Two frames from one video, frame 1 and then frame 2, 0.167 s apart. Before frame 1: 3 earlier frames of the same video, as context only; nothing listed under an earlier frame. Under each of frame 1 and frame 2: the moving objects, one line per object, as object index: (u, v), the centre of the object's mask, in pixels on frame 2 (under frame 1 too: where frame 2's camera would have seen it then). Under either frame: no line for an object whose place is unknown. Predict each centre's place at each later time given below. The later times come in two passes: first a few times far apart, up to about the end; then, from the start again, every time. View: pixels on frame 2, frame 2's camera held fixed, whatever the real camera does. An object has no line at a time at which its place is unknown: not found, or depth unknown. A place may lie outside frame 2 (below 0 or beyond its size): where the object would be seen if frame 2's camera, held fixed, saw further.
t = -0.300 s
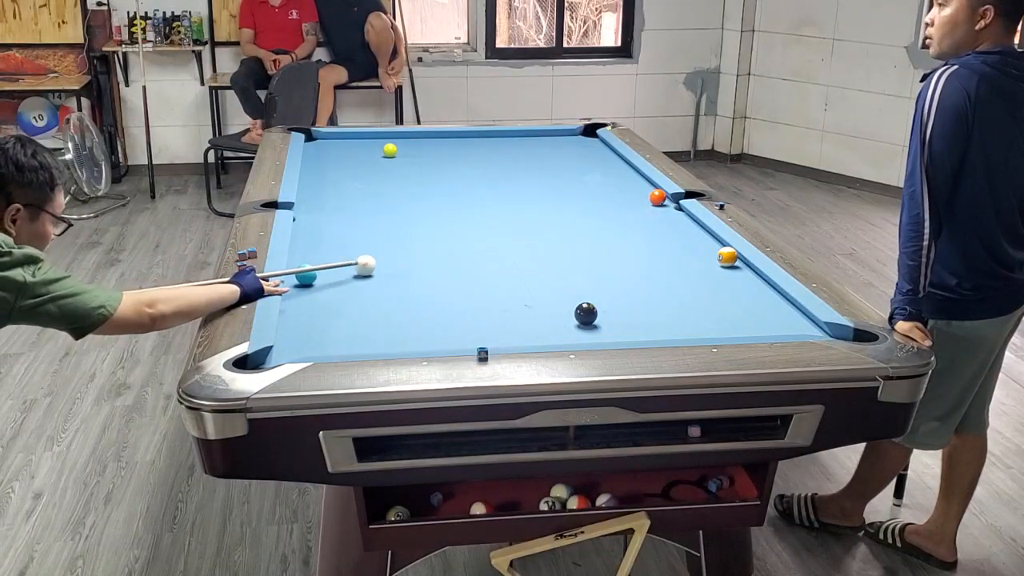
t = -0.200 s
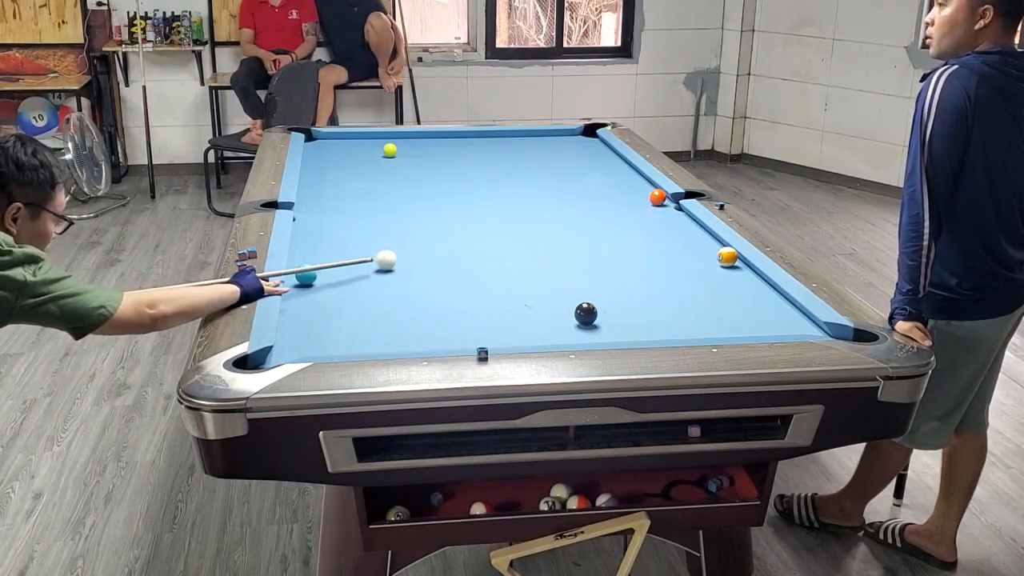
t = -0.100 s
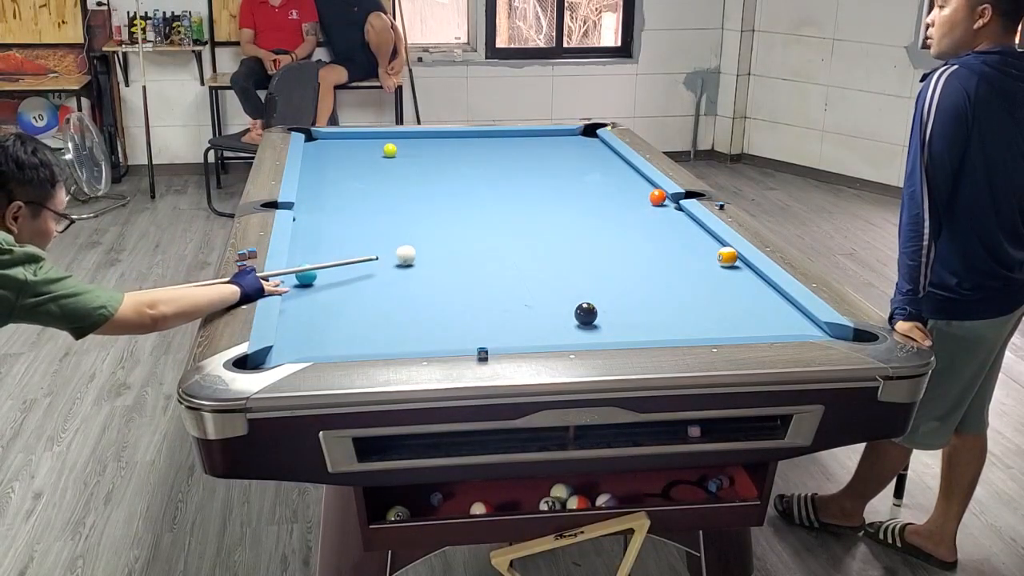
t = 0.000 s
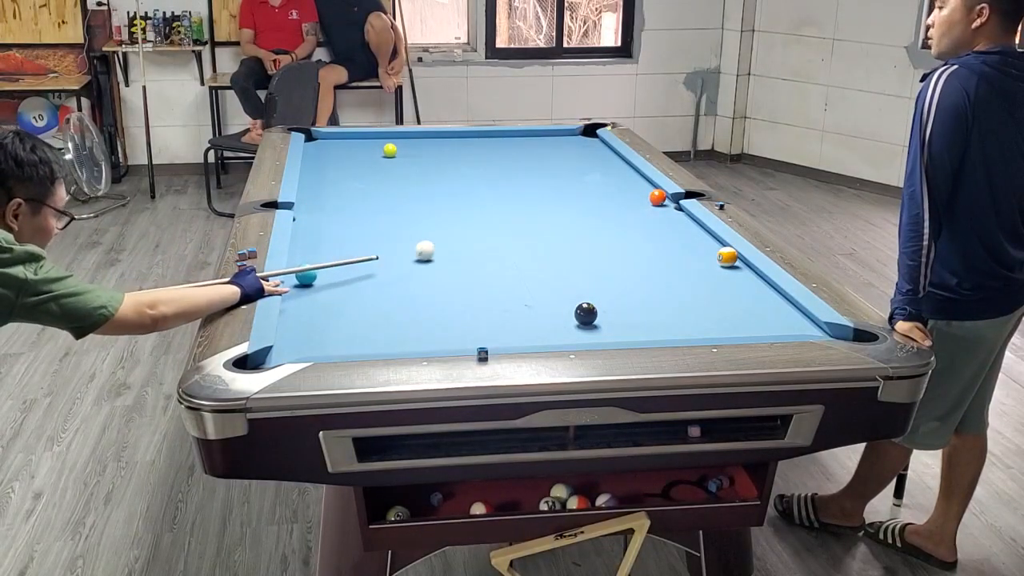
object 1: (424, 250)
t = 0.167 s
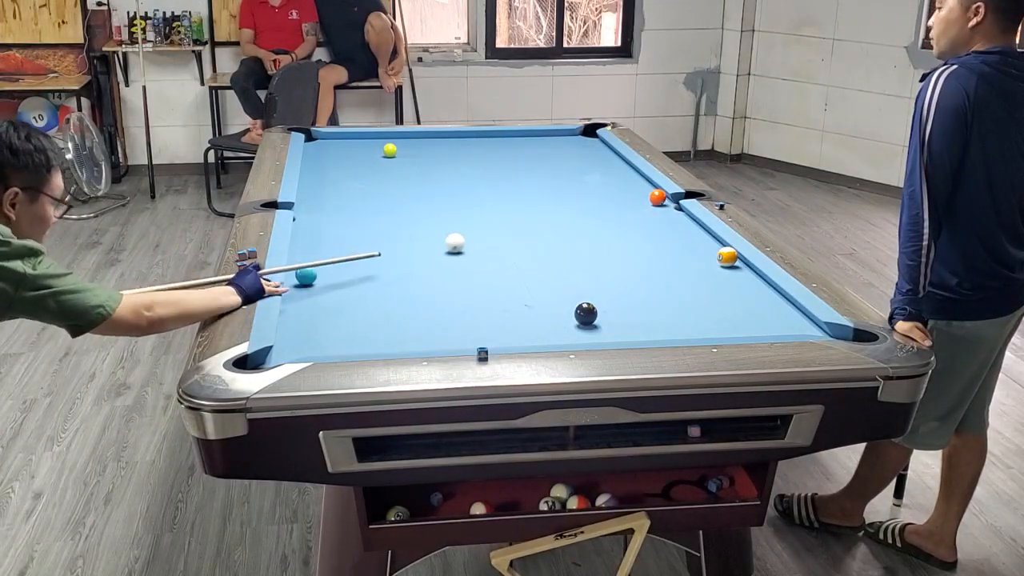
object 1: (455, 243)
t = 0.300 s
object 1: (477, 237)
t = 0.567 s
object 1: (519, 227)
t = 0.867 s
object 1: (561, 216)
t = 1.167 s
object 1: (599, 207)
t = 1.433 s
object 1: (631, 199)
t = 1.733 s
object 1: (650, 190)
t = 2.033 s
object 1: (638, 184)
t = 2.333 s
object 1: (622, 179)
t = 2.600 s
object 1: (610, 176)
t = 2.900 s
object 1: (597, 172)
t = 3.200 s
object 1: (587, 168)
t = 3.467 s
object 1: (579, 166)
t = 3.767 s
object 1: (571, 163)
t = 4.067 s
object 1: (565, 161)
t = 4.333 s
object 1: (560, 159)
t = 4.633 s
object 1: (556, 157)
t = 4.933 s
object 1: (552, 156)
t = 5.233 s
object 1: (550, 155)
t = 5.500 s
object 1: (549, 155)
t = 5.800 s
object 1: (548, 154)
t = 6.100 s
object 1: (547, 154)
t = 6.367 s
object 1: (547, 154)
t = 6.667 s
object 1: (547, 154)
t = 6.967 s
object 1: (547, 154)
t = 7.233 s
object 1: (547, 154)
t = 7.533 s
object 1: (547, 154)
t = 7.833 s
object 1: (547, 154)
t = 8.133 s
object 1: (547, 154)
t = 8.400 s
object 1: (547, 154)
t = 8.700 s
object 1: (547, 154)
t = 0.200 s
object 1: (461, 241)
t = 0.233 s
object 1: (466, 240)
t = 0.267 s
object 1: (472, 239)
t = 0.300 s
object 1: (477, 237)
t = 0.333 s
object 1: (483, 236)
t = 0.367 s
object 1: (488, 234)
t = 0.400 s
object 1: (493, 233)
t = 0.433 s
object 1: (499, 232)
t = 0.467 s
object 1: (504, 231)
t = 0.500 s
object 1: (509, 229)
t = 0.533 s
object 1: (514, 228)
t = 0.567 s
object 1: (519, 227)
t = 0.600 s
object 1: (524, 225)
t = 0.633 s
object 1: (529, 224)
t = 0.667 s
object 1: (534, 223)
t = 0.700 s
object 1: (538, 222)
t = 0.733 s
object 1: (543, 221)
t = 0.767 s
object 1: (548, 220)
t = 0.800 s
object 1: (552, 218)
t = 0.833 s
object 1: (557, 217)
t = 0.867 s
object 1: (561, 216)
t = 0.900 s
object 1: (566, 215)
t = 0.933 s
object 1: (570, 214)
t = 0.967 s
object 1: (575, 213)
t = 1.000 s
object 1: (579, 212)
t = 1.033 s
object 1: (583, 211)
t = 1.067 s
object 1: (587, 210)
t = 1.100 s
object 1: (591, 208)
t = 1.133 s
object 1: (595, 207)
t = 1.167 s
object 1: (599, 207)
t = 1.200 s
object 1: (603, 206)
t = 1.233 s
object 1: (607, 204)
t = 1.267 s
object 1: (611, 204)
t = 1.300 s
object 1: (615, 203)
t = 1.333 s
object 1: (619, 202)
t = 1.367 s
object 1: (623, 201)
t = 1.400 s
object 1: (627, 200)
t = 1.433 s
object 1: (631, 199)
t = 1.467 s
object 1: (634, 198)
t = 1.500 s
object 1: (638, 197)
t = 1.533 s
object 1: (641, 196)
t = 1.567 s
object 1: (642, 195)
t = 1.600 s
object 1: (644, 194)
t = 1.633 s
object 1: (646, 193)
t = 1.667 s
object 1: (648, 192)
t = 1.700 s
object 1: (649, 191)
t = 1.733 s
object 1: (650, 190)
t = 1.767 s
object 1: (652, 189)
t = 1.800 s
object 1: (651, 188)
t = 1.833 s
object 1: (650, 187)
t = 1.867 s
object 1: (647, 187)
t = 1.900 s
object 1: (645, 186)
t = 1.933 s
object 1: (644, 186)
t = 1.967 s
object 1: (642, 185)
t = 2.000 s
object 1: (640, 185)
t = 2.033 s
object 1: (638, 184)
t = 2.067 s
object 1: (636, 184)
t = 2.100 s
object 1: (634, 183)
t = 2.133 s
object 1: (632, 182)
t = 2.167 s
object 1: (631, 182)
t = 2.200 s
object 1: (629, 182)
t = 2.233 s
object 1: (627, 181)
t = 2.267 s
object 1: (626, 180)
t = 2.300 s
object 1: (624, 180)
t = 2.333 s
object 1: (622, 179)
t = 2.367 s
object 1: (621, 179)
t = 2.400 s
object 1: (619, 178)
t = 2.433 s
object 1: (617, 178)
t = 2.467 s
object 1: (616, 178)
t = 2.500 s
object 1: (614, 177)
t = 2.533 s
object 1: (613, 177)
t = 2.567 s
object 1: (611, 176)
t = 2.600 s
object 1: (610, 176)
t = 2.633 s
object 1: (608, 175)
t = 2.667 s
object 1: (607, 175)
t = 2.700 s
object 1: (605, 174)
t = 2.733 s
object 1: (604, 174)
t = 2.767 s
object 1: (603, 174)
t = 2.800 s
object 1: (601, 173)
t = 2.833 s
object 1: (600, 173)
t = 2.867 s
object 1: (599, 172)
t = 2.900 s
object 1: (597, 172)
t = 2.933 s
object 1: (596, 171)
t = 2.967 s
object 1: (595, 171)
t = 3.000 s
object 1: (594, 171)
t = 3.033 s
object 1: (592, 170)
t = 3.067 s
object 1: (591, 170)
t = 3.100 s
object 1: (590, 170)
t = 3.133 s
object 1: (589, 169)
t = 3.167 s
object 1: (588, 169)
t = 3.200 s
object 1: (587, 168)
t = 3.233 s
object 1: (586, 168)
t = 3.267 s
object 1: (585, 168)
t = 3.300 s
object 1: (584, 167)
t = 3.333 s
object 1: (582, 167)
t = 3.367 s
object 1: (581, 167)
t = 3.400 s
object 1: (581, 167)
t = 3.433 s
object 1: (580, 166)
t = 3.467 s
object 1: (579, 166)
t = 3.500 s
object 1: (578, 166)
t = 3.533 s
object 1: (577, 165)
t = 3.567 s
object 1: (576, 165)
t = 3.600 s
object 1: (575, 165)
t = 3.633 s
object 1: (574, 164)
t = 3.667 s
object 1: (573, 164)
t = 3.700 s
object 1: (573, 164)
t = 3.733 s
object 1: (572, 163)
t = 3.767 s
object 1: (571, 163)
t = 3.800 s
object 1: (570, 163)
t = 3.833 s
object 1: (570, 162)
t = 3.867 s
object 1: (569, 162)
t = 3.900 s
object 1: (568, 162)
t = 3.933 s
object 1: (567, 162)
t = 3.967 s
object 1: (567, 161)
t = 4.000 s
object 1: (566, 161)
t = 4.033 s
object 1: (565, 161)
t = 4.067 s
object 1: (565, 161)
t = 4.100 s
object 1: (564, 160)
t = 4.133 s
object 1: (563, 160)
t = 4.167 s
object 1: (563, 160)
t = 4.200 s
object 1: (562, 160)
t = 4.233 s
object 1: (562, 160)
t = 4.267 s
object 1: (561, 159)
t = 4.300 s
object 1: (561, 159)
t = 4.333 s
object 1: (560, 159)
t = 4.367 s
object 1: (559, 159)
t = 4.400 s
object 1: (559, 158)
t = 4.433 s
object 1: (559, 158)
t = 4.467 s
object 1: (558, 158)
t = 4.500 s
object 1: (557, 158)
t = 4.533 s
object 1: (557, 158)
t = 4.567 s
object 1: (557, 158)
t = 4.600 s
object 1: (556, 157)
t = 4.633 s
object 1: (556, 157)
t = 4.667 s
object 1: (555, 157)
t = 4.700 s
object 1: (555, 157)
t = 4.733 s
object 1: (554, 157)
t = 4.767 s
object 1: (554, 157)
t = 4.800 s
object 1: (554, 157)
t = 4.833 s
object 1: (553, 157)
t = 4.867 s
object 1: (553, 156)
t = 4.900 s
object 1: (553, 156)
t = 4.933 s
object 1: (552, 156)
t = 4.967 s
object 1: (552, 156)
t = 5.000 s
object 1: (552, 156)
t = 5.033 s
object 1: (551, 156)
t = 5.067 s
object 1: (551, 156)
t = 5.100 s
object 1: (551, 156)
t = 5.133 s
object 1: (551, 156)
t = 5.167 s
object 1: (550, 155)
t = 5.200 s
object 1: (550, 155)
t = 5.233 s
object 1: (550, 155)
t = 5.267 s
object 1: (550, 155)
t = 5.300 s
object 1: (550, 155)
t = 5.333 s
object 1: (550, 155)
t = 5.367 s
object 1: (549, 155)
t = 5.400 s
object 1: (549, 155)
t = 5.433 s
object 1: (549, 155)
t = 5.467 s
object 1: (549, 155)
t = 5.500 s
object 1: (549, 155)
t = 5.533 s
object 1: (549, 154)
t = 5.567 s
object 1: (548, 154)
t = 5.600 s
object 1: (548, 154)
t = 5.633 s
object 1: (548, 154)
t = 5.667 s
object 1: (548, 154)
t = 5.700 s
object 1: (548, 154)
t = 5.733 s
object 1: (548, 154)
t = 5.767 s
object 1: (548, 154)
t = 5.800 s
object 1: (548, 154)
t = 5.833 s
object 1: (548, 154)
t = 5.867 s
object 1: (547, 154)
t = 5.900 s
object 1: (547, 154)
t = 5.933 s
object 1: (547, 154)
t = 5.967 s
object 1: (547, 154)
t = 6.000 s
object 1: (547, 154)
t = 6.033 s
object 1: (547, 154)
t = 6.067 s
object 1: (547, 154)
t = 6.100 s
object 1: (547, 154)
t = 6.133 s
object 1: (547, 154)
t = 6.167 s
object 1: (547, 154)
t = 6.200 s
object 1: (547, 154)
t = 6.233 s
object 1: (547, 154)
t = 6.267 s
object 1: (547, 154)
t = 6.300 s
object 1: (547, 154)
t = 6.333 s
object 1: (547, 154)
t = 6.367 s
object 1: (547, 154)
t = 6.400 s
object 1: (547, 154)
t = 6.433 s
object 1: (547, 154)
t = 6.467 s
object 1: (547, 154)
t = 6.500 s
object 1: (547, 154)
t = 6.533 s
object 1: (547, 154)
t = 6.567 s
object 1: (547, 154)
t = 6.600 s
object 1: (547, 154)
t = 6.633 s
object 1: (547, 154)
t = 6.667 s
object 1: (547, 154)
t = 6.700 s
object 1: (547, 154)
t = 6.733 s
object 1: (547, 154)
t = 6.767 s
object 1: (547, 154)
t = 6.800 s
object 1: (547, 154)
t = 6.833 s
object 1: (547, 154)
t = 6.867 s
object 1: (547, 154)
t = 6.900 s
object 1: (547, 154)
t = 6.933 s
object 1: (547, 154)
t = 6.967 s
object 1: (547, 154)
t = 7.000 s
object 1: (547, 154)
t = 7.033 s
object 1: (547, 154)
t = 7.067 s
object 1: (547, 154)
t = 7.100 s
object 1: (548, 154)
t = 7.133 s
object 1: (547, 154)
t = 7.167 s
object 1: (547, 154)
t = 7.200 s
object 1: (547, 154)
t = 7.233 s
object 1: (547, 154)
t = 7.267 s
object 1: (547, 154)
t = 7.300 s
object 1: (547, 154)
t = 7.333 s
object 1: (547, 154)
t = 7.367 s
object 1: (547, 154)
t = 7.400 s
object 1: (547, 154)
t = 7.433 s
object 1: (547, 154)
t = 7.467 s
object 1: (547, 154)
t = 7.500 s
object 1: (547, 154)
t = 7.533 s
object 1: (547, 154)
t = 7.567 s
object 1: (547, 154)
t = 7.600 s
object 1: (547, 154)
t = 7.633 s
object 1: (547, 154)
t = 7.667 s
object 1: (547, 154)
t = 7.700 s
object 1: (547, 154)
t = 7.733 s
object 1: (547, 154)
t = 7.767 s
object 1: (547, 154)
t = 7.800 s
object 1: (547, 154)
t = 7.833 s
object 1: (547, 154)
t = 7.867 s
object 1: (547, 154)
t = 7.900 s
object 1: (547, 154)
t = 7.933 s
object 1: (547, 154)
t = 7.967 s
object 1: (547, 154)
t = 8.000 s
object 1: (547, 154)
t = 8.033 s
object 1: (547, 154)
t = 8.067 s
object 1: (547, 154)
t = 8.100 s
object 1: (547, 154)
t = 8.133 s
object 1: (547, 154)
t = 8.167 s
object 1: (547, 154)
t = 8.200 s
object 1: (547, 154)
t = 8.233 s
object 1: (547, 154)
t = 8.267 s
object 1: (547, 154)
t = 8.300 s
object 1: (547, 154)
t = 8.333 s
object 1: (547, 154)
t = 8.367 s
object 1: (547, 154)
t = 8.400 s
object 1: (547, 154)
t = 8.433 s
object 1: (547, 154)
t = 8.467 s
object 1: (547, 154)
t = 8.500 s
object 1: (547, 154)
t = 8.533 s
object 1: (547, 154)
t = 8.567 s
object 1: (547, 154)
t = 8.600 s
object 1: (547, 154)
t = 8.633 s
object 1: (547, 154)
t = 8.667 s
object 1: (547, 154)
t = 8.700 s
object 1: (547, 154)
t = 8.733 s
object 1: (547, 154)
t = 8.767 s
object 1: (547, 154)
